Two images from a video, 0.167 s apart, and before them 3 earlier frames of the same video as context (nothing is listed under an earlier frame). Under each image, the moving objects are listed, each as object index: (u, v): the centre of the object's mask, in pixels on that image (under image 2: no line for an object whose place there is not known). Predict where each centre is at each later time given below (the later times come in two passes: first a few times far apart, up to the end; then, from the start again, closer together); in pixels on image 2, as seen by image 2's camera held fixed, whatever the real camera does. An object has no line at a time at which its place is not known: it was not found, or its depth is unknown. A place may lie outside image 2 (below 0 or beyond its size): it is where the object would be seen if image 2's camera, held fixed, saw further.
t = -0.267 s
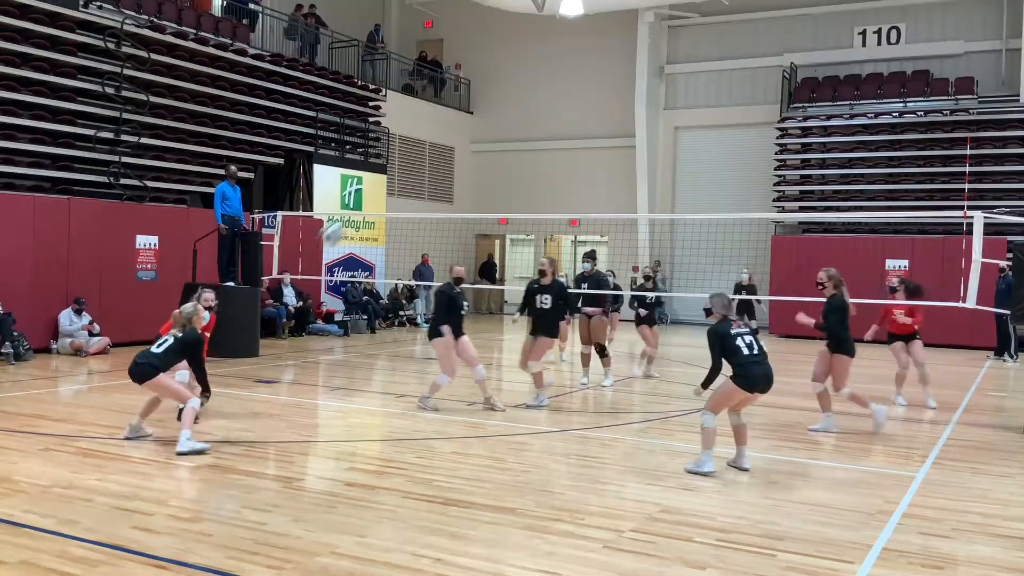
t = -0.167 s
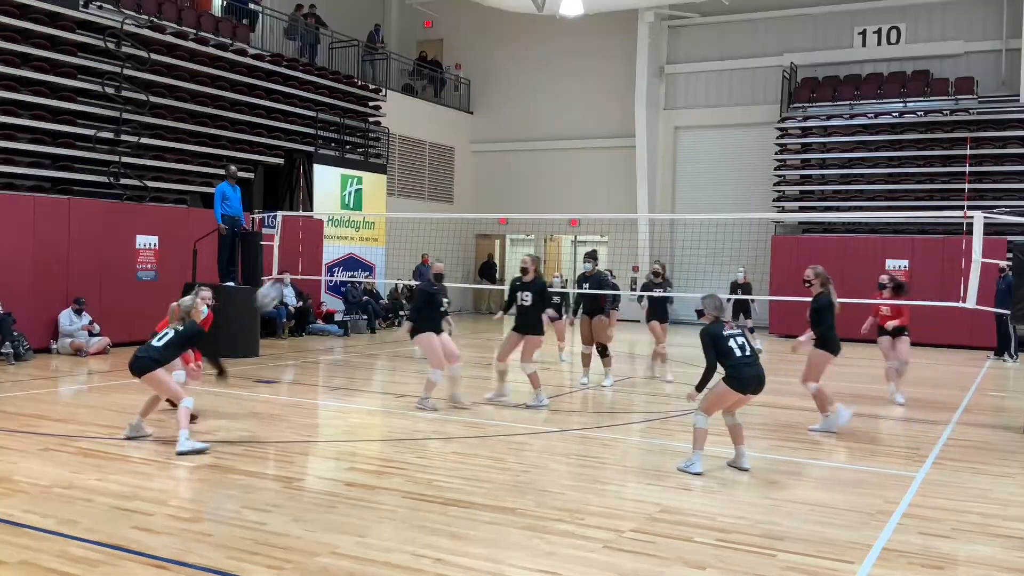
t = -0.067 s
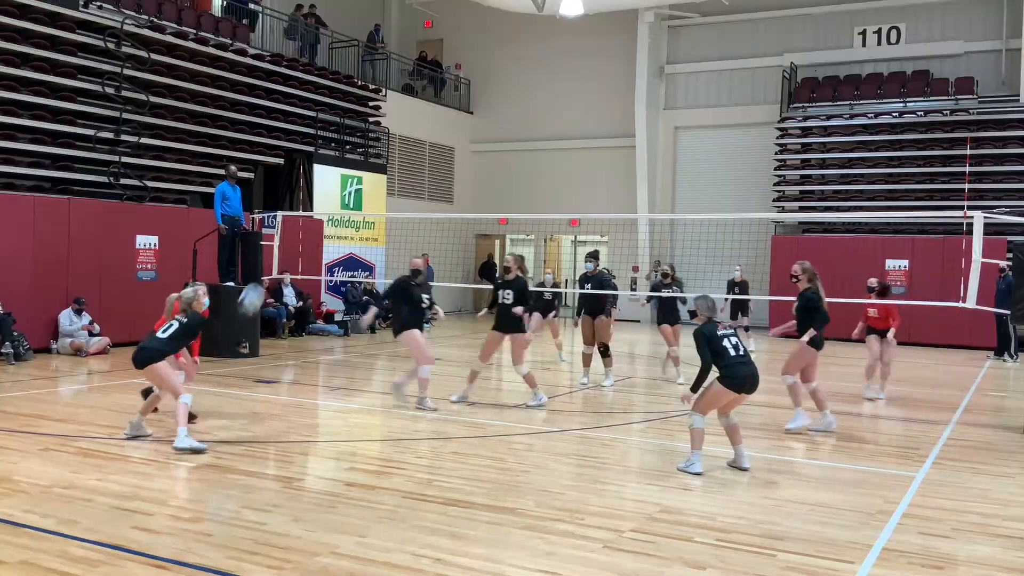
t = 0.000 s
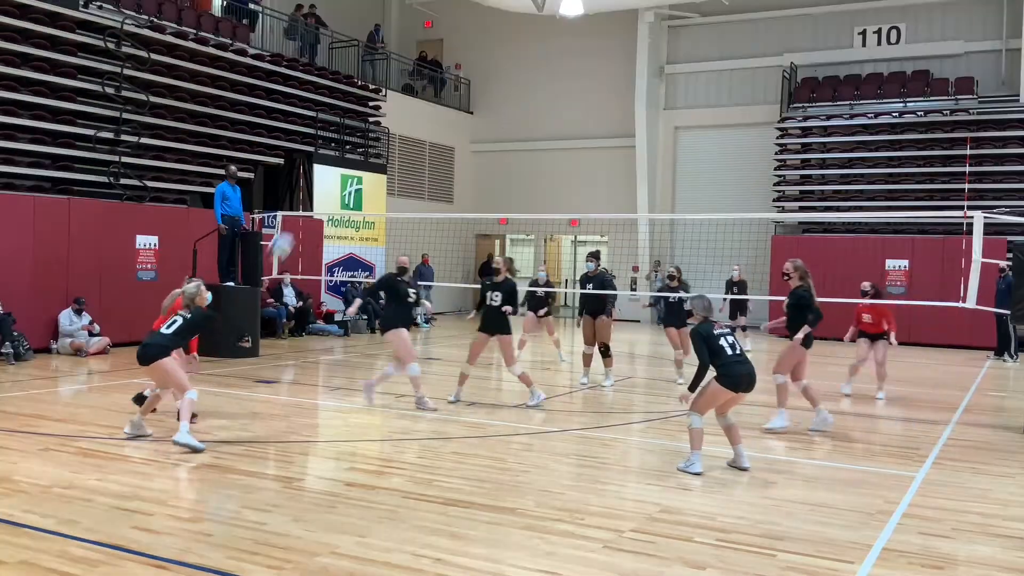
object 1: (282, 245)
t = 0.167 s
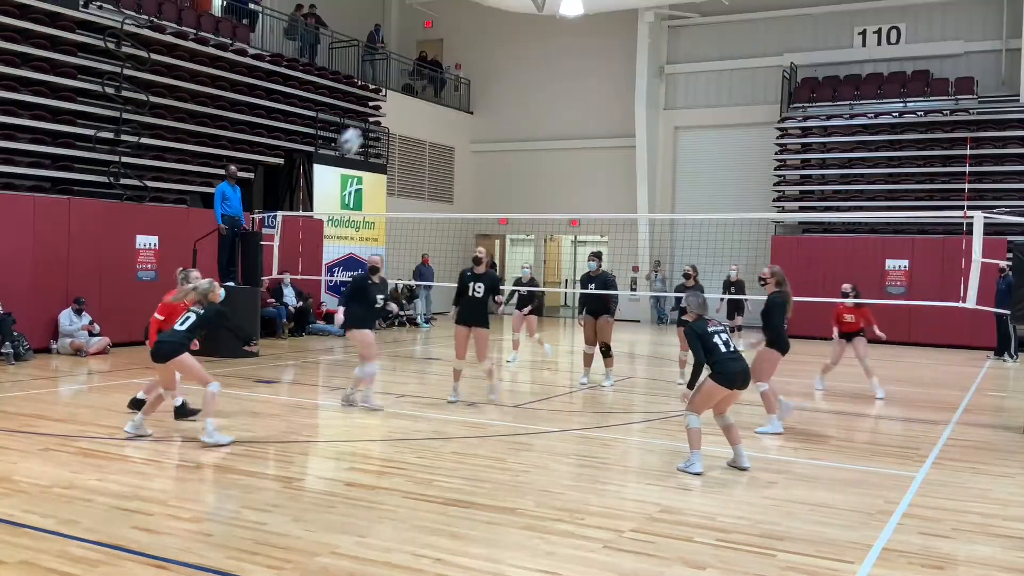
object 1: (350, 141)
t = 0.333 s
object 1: (413, 72)
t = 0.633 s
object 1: (514, 22)
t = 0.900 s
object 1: (589, 51)
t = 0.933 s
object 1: (598, 59)
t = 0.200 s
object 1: (363, 125)
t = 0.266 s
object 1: (389, 93)
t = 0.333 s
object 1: (413, 72)
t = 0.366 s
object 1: (425, 62)
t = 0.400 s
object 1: (437, 53)
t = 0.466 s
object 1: (459, 36)
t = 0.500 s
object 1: (470, 31)
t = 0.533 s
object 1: (482, 27)
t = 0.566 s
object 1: (492, 24)
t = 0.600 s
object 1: (503, 22)
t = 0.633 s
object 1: (514, 22)
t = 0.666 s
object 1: (524, 22)
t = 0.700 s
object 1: (535, 23)
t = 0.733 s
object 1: (544, 24)
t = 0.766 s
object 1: (553, 27)
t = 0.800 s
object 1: (562, 32)
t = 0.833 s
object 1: (570, 37)
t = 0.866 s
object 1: (579, 44)
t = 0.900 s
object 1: (589, 51)
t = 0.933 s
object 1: (598, 59)
